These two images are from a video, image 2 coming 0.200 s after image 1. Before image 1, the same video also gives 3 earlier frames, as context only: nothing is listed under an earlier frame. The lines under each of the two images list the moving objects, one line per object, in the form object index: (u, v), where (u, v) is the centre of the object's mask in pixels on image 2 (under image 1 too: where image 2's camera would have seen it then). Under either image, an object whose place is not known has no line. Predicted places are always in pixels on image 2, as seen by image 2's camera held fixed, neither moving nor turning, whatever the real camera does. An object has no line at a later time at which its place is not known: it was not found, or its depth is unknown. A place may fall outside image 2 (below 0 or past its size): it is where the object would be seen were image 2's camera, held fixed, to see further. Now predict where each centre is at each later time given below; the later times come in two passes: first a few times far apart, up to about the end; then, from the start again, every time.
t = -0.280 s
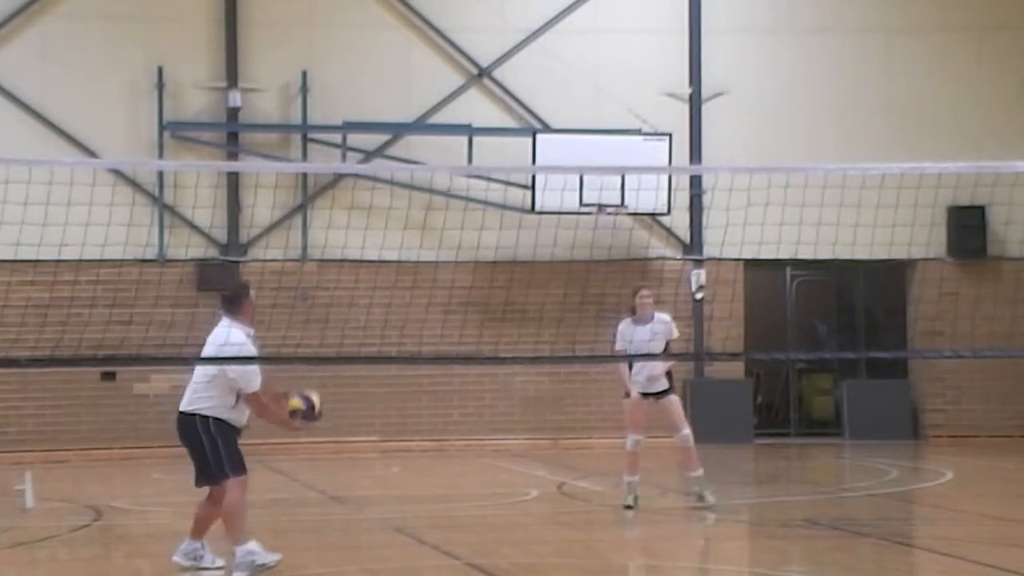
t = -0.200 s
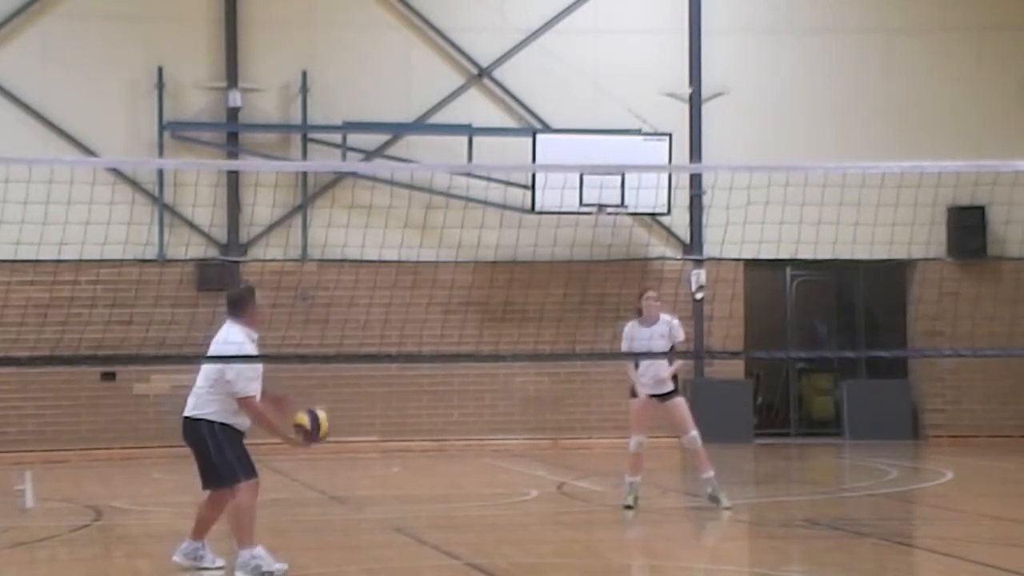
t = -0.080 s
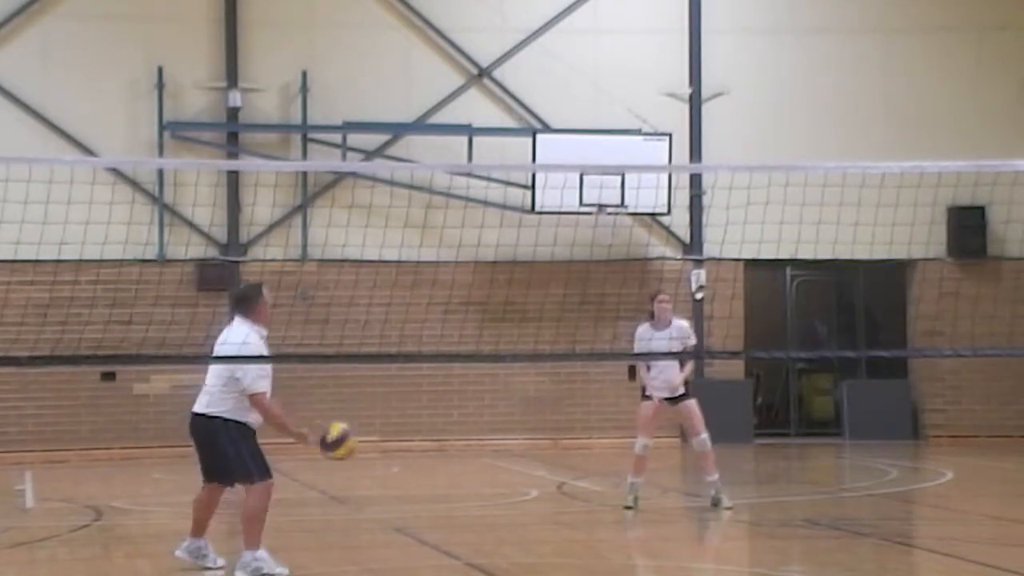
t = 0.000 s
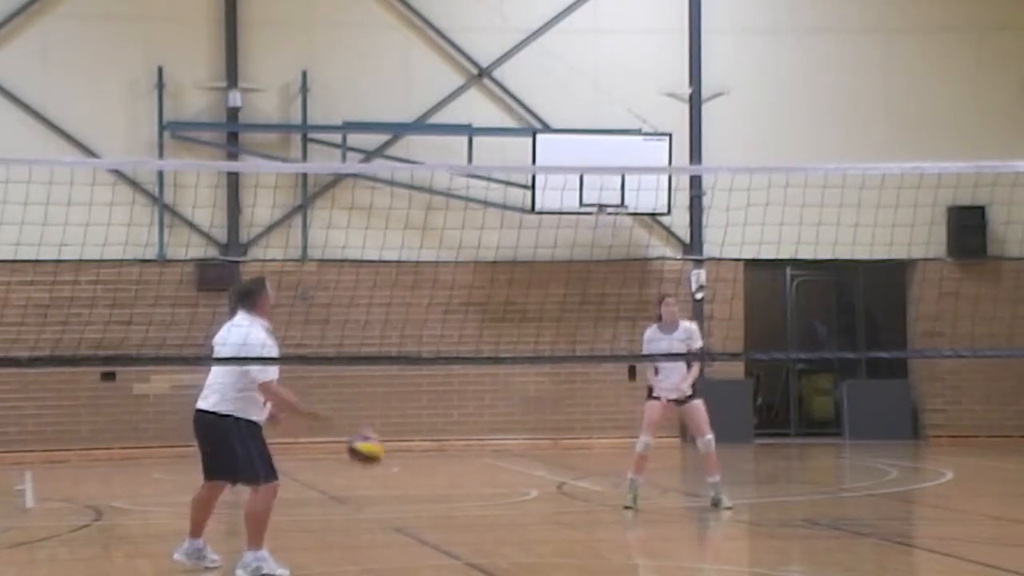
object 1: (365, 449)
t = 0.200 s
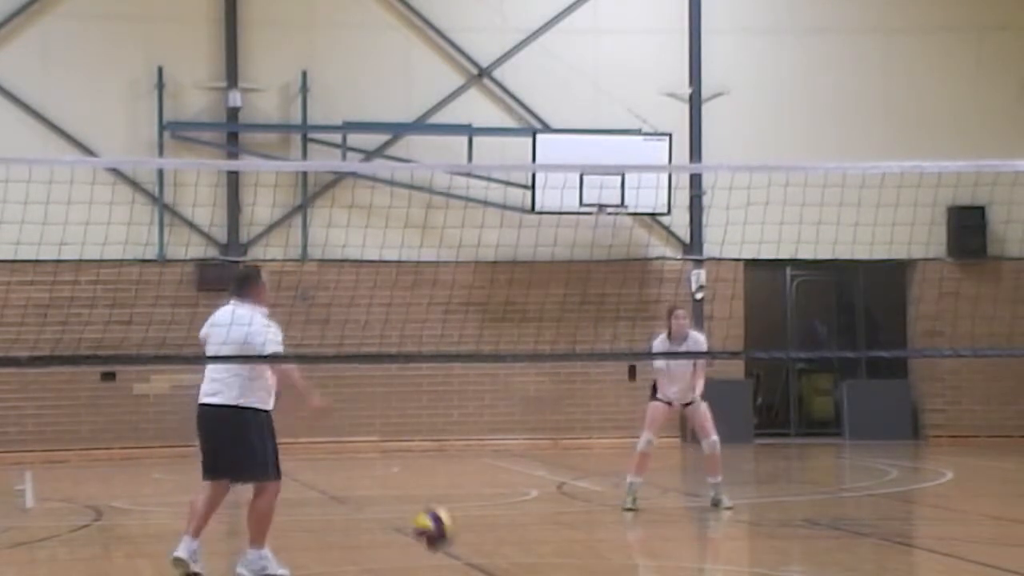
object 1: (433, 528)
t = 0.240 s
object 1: (448, 554)
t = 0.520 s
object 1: (543, 502)
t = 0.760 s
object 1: (630, 536)
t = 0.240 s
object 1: (448, 554)
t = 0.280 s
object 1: (464, 568)
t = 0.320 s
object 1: (476, 559)
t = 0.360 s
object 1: (490, 544)
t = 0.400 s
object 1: (503, 529)
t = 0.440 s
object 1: (517, 516)
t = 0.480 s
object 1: (529, 507)
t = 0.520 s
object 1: (543, 502)
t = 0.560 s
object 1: (557, 498)
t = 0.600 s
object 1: (570, 500)
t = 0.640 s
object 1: (583, 501)
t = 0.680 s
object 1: (599, 511)
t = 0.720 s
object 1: (615, 521)
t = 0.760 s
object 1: (630, 536)
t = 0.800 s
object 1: (645, 554)
